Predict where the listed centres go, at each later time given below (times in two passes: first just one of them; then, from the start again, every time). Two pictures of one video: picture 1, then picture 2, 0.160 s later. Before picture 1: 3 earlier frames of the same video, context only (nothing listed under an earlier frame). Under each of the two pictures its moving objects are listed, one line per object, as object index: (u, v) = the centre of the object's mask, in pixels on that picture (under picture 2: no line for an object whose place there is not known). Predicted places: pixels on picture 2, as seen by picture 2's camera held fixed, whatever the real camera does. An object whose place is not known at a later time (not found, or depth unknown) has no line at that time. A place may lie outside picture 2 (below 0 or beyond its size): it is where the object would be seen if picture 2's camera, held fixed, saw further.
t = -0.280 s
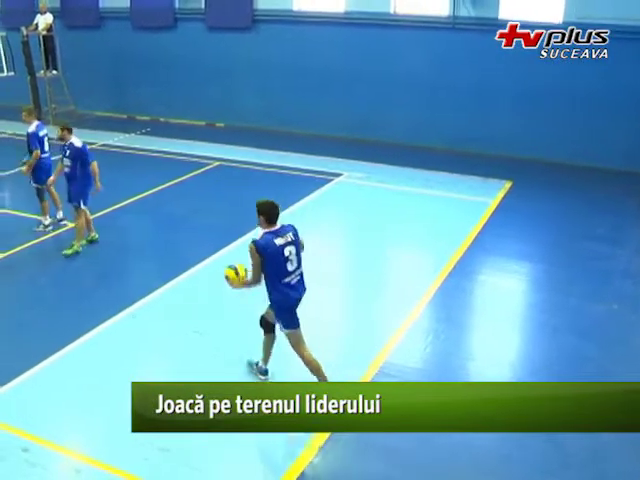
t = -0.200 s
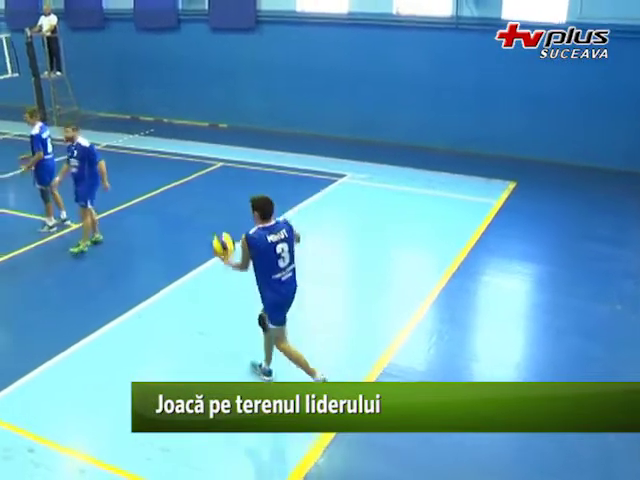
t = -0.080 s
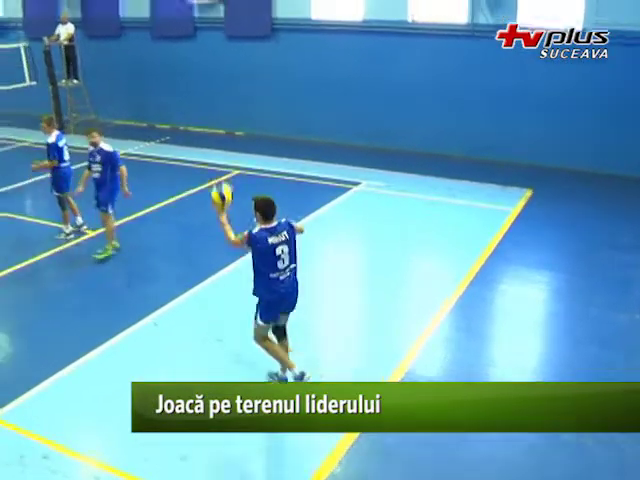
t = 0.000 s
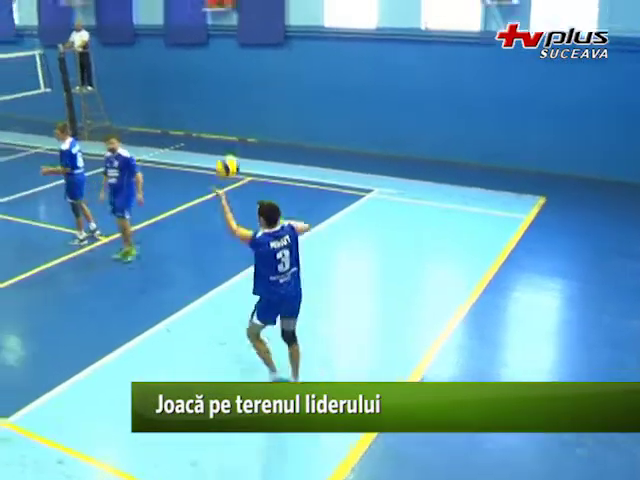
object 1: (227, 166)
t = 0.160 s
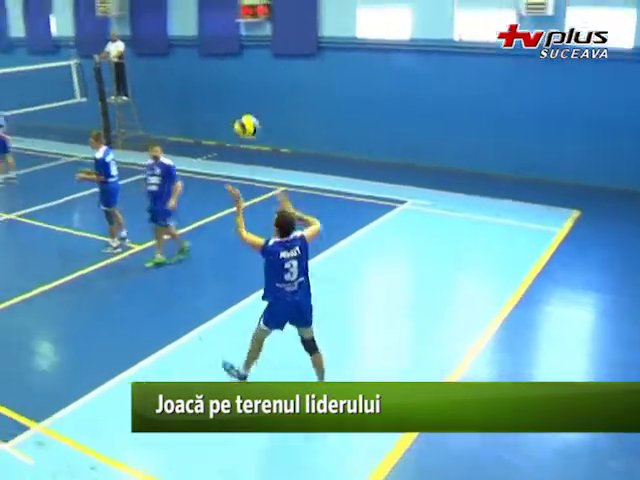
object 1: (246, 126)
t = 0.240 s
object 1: (243, 112)
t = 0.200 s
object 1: (245, 118)
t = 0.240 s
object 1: (243, 112)
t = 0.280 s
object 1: (241, 107)
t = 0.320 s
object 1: (239, 104)
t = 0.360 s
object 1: (237, 102)
